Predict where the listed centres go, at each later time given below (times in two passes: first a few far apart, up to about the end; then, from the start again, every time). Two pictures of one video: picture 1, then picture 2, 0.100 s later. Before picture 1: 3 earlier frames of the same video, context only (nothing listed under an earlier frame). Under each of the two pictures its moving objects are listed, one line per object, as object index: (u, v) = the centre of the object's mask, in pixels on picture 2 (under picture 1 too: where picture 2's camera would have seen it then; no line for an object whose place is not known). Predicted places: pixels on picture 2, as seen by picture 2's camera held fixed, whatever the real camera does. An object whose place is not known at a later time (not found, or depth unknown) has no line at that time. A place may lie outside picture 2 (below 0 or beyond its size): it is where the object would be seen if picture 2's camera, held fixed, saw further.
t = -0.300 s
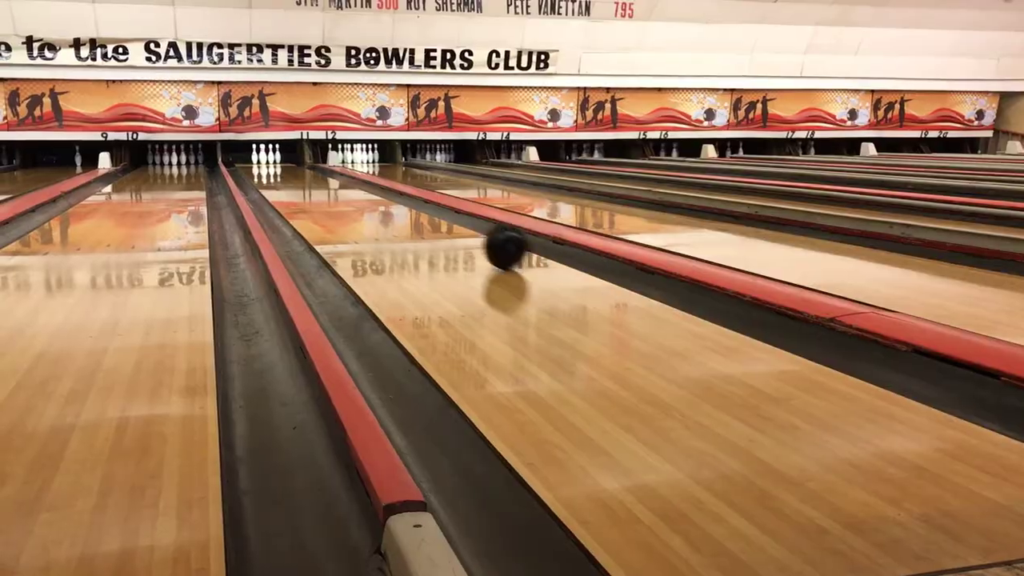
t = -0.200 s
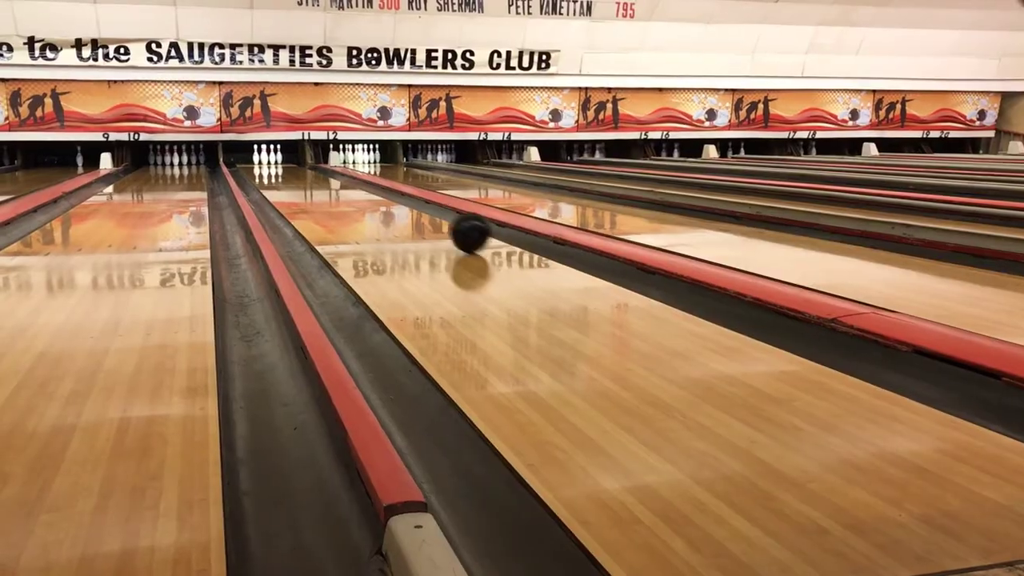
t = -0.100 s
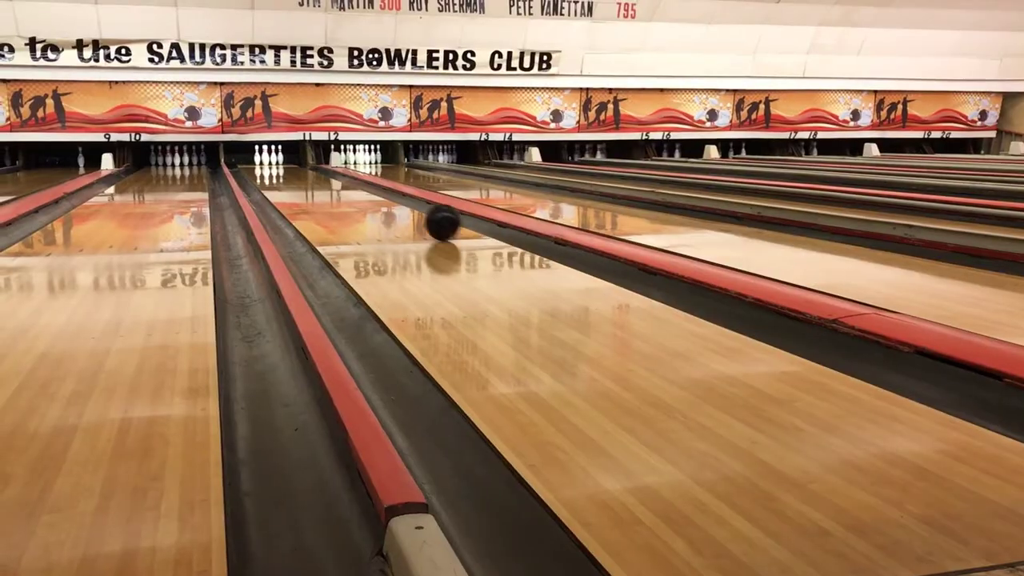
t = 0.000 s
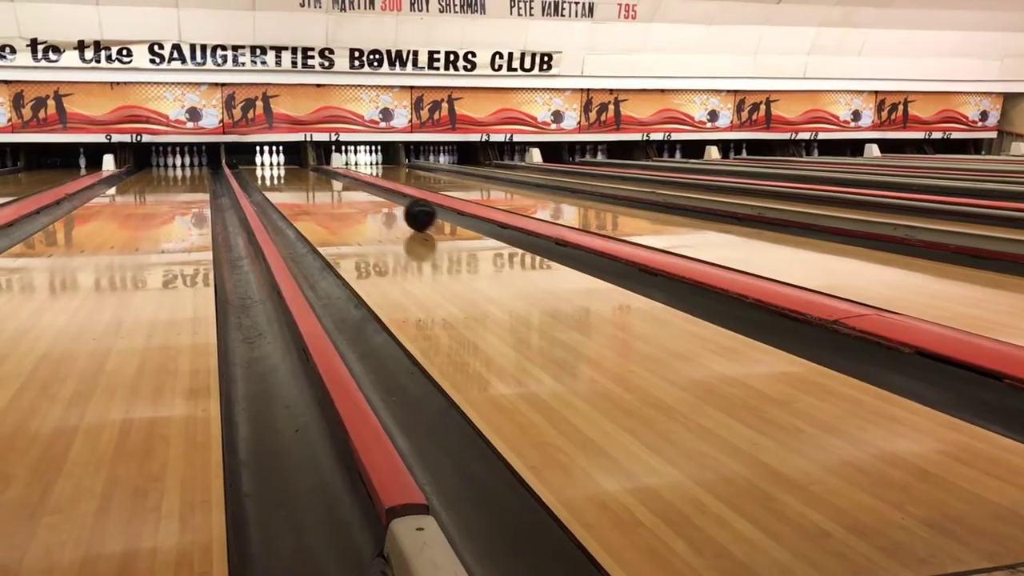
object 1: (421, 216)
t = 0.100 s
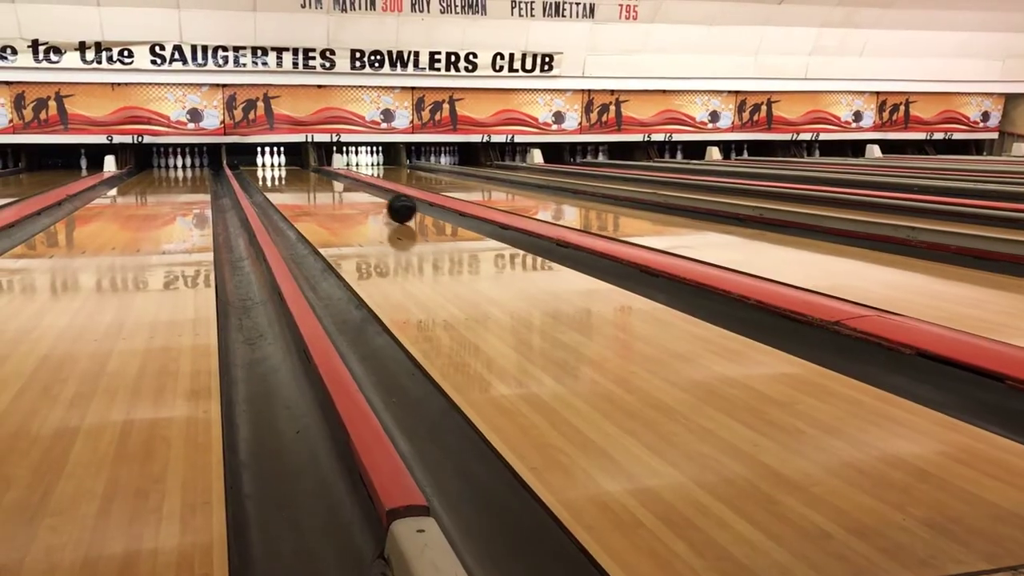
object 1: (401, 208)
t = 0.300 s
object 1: (371, 198)
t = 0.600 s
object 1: (339, 186)
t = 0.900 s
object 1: (317, 178)
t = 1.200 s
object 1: (300, 172)
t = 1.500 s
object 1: (286, 167)
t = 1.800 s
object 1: (274, 164)
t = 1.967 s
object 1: (268, 163)
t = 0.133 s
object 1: (396, 207)
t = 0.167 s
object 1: (390, 205)
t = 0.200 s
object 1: (385, 203)
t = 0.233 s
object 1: (380, 201)
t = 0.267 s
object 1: (376, 199)
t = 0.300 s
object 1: (371, 198)
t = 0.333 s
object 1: (366, 196)
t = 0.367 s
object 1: (363, 195)
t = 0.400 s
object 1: (359, 194)
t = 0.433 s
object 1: (355, 192)
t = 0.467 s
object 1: (352, 191)
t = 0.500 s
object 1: (348, 190)
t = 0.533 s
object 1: (345, 188)
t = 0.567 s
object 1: (342, 187)
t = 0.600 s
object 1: (339, 186)
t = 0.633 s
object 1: (336, 185)
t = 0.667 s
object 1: (333, 184)
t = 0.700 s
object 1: (331, 183)
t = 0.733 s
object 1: (328, 182)
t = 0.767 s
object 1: (325, 182)
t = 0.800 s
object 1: (323, 181)
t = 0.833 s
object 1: (321, 180)
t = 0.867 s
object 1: (319, 179)
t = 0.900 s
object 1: (317, 178)
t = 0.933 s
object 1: (315, 177)
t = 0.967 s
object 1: (313, 176)
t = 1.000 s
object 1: (310, 176)
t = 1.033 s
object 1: (308, 175)
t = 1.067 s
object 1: (307, 174)
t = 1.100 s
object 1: (305, 174)
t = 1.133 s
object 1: (303, 173)
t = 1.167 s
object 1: (301, 172)
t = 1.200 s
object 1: (300, 172)
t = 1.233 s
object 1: (298, 171)
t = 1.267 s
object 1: (296, 171)
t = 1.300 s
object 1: (295, 170)
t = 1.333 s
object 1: (294, 169)
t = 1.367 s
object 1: (292, 169)
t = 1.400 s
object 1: (290, 169)
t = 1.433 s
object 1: (289, 168)
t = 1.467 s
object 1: (287, 168)
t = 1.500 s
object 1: (286, 167)
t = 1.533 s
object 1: (285, 167)
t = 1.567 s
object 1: (283, 166)
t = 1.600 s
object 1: (282, 166)
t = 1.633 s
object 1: (281, 166)
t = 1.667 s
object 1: (280, 165)
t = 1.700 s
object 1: (278, 165)
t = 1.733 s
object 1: (277, 165)
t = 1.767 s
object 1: (275, 165)
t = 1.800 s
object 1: (274, 164)
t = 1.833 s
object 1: (273, 164)
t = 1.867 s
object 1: (272, 164)
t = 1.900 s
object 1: (270, 164)
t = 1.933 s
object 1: (269, 163)
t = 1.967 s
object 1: (268, 163)
